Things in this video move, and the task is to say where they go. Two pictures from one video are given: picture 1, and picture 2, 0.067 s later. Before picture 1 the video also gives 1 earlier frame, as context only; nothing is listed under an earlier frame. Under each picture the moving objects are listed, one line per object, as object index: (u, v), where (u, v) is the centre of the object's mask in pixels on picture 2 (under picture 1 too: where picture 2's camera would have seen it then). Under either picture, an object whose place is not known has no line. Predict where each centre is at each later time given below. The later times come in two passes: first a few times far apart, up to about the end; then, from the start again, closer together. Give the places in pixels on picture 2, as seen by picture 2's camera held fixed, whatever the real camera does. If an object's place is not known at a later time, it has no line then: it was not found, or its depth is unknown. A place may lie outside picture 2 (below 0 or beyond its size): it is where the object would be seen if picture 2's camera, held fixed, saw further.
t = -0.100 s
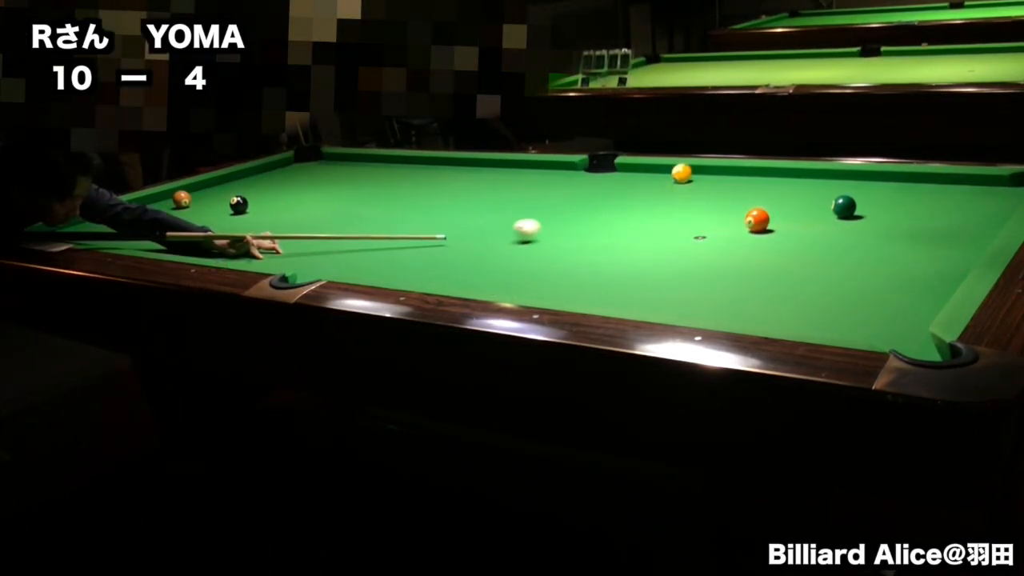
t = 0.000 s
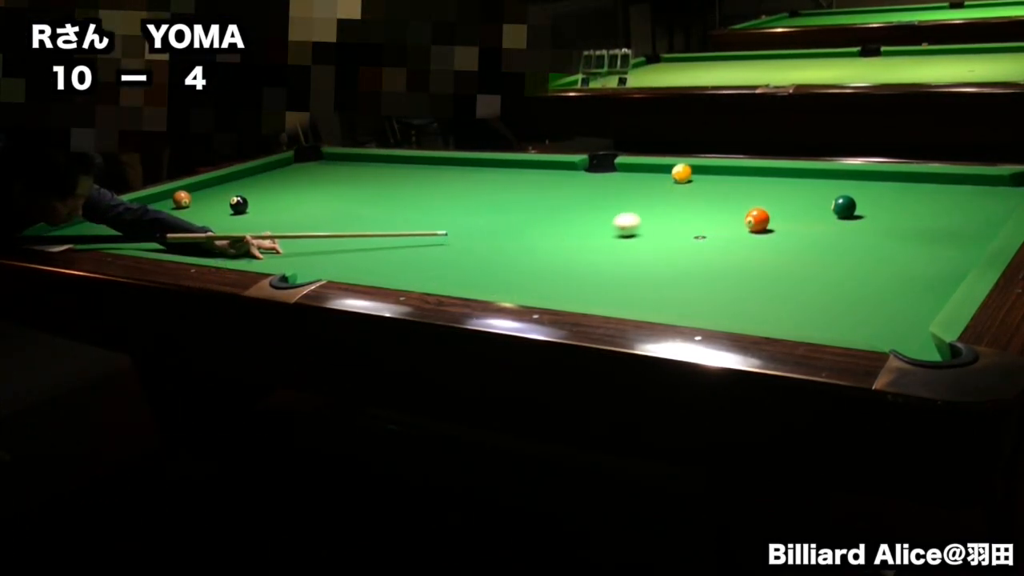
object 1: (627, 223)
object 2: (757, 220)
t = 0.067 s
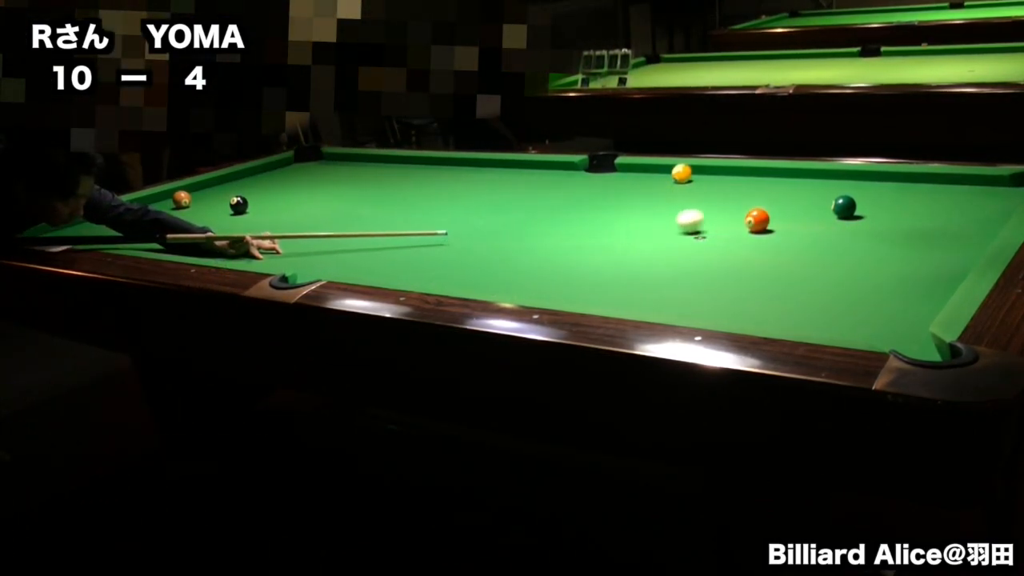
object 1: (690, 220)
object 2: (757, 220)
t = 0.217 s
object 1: (747, 211)
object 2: (831, 223)
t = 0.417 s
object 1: (775, 198)
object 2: (957, 230)
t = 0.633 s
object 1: (803, 186)
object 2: (935, 228)
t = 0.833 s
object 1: (826, 175)
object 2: (876, 223)
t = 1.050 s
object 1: (818, 177)
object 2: (819, 219)
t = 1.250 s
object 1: (804, 181)
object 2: (771, 215)
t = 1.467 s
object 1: (789, 186)
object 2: (723, 212)
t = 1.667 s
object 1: (777, 190)
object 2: (683, 208)
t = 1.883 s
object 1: (764, 194)
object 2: (644, 205)
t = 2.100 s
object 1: (751, 198)
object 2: (608, 203)
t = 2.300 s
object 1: (741, 201)
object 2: (577, 200)
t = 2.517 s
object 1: (730, 204)
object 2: (547, 197)
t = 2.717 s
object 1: (721, 207)
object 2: (521, 195)
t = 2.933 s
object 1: (712, 210)
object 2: (494, 193)
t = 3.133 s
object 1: (705, 212)
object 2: (472, 191)
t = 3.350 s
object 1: (698, 214)
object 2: (449, 189)
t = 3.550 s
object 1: (692, 216)
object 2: (430, 188)
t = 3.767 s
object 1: (688, 217)
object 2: (411, 186)
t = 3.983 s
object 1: (684, 218)
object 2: (393, 185)
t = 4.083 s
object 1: (683, 219)
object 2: (385, 184)
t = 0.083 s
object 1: (705, 219)
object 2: (757, 221)
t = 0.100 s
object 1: (720, 219)
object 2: (757, 220)
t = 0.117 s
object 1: (733, 218)
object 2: (758, 221)
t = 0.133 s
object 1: (736, 216)
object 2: (769, 220)
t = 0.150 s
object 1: (738, 215)
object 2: (782, 222)
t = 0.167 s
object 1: (741, 214)
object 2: (795, 222)
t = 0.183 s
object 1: (742, 213)
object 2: (807, 223)
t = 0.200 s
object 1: (745, 212)
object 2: (818, 223)
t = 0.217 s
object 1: (747, 211)
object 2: (831, 223)
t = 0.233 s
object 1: (750, 209)
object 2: (842, 224)
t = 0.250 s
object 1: (752, 209)
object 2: (853, 225)
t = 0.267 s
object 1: (755, 207)
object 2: (865, 226)
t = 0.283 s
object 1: (757, 206)
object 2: (876, 226)
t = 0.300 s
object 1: (759, 205)
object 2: (887, 227)
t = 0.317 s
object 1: (761, 204)
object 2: (897, 227)
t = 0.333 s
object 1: (764, 203)
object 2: (907, 228)
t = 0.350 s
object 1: (766, 202)
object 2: (917, 228)
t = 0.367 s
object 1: (768, 201)
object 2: (927, 228)
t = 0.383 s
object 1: (771, 200)
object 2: (936, 229)
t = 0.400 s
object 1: (773, 199)
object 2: (947, 230)
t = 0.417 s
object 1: (775, 198)
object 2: (957, 230)
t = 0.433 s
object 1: (778, 197)
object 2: (967, 231)
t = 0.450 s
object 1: (780, 196)
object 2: (977, 231)
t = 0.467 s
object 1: (782, 195)
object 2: (986, 231)
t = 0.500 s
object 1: (786, 193)
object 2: (981, 231)
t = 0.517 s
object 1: (788, 192)
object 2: (974, 231)
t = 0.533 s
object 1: (790, 192)
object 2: (967, 230)
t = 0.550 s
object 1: (792, 190)
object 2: (961, 230)
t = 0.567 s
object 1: (795, 190)
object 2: (956, 230)
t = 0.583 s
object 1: (797, 189)
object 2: (950, 229)
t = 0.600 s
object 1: (799, 188)
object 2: (945, 229)
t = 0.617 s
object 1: (801, 187)
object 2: (940, 229)
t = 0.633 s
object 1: (803, 186)
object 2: (935, 228)
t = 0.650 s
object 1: (805, 185)
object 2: (930, 228)
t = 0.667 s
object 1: (807, 184)
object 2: (925, 227)
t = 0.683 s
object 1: (809, 183)
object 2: (920, 227)
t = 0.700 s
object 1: (811, 182)
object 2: (915, 226)
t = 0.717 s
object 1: (813, 181)
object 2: (910, 226)
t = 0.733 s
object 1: (814, 180)
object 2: (905, 226)
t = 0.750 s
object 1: (816, 180)
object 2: (900, 225)
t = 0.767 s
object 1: (818, 179)
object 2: (895, 225)
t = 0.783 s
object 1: (820, 178)
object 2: (891, 225)
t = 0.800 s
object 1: (822, 177)
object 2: (885, 224)
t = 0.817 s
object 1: (824, 176)
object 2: (881, 224)
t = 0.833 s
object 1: (826, 175)
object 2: (876, 223)
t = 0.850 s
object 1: (828, 175)
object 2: (871, 223)
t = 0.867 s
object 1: (829, 174)
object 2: (867, 223)
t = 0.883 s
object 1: (830, 173)
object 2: (863, 222)
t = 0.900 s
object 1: (829, 174)
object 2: (858, 222)
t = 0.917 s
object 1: (827, 174)
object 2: (853, 221)
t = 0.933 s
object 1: (826, 175)
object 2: (849, 221)
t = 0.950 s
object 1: (825, 175)
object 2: (845, 220)
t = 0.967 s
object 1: (824, 175)
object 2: (840, 220)
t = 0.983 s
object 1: (822, 176)
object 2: (836, 219)
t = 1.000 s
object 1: (821, 176)
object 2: (832, 219)
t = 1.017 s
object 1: (820, 177)
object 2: (828, 219)
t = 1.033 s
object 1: (819, 177)
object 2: (824, 219)
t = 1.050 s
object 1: (818, 177)
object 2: (819, 219)
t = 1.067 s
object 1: (816, 178)
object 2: (815, 218)
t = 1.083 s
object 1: (815, 178)
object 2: (811, 218)
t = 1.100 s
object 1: (814, 178)
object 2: (806, 218)
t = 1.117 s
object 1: (813, 178)
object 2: (803, 217)
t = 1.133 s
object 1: (812, 179)
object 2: (799, 218)
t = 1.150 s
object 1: (811, 179)
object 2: (794, 217)
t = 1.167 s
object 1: (809, 179)
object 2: (790, 216)
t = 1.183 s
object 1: (808, 180)
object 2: (786, 216)
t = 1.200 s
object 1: (807, 180)
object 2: (783, 216)
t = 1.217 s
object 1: (806, 181)
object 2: (778, 216)
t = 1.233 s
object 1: (805, 181)
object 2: (775, 215)
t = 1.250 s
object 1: (804, 181)
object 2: (771, 215)
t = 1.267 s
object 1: (803, 181)
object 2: (767, 215)
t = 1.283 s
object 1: (801, 182)
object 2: (763, 215)
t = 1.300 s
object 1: (800, 182)
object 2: (760, 214)
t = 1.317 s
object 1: (799, 183)
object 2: (756, 214)
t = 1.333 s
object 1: (798, 183)
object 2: (752, 214)
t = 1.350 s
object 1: (797, 183)
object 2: (749, 213)
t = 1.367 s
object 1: (796, 184)
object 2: (745, 213)
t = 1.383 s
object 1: (795, 184)
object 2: (742, 213)
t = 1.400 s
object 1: (794, 184)
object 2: (738, 212)
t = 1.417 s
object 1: (793, 185)
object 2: (734, 212)
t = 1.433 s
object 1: (792, 185)
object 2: (730, 212)
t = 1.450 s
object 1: (791, 185)
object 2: (727, 212)
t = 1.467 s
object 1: (789, 186)
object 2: (723, 212)
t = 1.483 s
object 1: (788, 186)
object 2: (720, 211)
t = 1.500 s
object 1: (787, 186)
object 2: (717, 211)
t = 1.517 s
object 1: (786, 187)
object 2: (713, 211)
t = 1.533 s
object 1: (785, 187)
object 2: (710, 210)
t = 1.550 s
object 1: (784, 187)
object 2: (706, 211)
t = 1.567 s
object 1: (783, 188)
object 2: (703, 210)
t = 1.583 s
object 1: (782, 188)
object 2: (700, 210)
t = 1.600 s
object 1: (781, 188)
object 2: (696, 209)
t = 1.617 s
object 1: (780, 189)
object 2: (693, 209)
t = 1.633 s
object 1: (779, 189)
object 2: (690, 209)
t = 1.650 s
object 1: (778, 189)
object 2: (686, 209)
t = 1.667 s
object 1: (777, 190)
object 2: (683, 208)
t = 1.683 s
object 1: (776, 190)
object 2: (680, 208)
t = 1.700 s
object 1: (775, 190)
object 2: (677, 208)
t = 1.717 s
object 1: (774, 191)
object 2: (674, 207)
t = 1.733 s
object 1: (772, 191)
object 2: (671, 207)
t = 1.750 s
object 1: (772, 191)
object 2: (668, 207)
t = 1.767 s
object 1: (771, 192)
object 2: (664, 206)
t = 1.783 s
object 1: (769, 192)
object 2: (662, 206)
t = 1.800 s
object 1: (769, 192)
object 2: (659, 206)
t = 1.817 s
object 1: (767, 193)
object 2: (656, 206)
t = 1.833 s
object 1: (766, 193)
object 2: (653, 206)
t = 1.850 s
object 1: (766, 193)
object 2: (650, 205)
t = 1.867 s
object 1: (765, 193)
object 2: (647, 205)
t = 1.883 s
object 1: (764, 194)
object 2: (644, 205)
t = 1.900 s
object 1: (763, 194)
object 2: (641, 205)
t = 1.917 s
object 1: (762, 194)
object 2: (638, 205)
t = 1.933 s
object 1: (761, 195)
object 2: (635, 204)
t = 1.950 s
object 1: (760, 195)
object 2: (633, 204)
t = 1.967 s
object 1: (758, 195)
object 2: (630, 204)
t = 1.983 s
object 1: (758, 196)
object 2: (627, 204)
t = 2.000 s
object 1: (757, 196)
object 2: (624, 204)
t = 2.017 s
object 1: (756, 196)
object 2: (621, 203)
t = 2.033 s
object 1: (755, 196)
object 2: (619, 203)
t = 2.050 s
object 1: (754, 197)
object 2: (616, 203)
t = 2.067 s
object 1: (753, 197)
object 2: (613, 203)
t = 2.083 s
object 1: (752, 197)
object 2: (610, 203)
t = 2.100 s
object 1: (751, 198)
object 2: (608, 203)
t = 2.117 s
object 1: (750, 198)
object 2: (605, 202)
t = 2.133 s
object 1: (749, 198)
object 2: (603, 202)
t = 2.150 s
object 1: (748, 198)
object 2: (600, 202)
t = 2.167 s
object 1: (748, 198)
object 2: (597, 202)
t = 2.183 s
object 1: (747, 199)
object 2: (595, 201)
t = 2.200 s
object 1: (746, 199)
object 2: (592, 201)
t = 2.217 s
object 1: (745, 200)
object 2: (589, 201)
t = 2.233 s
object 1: (744, 200)
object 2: (587, 200)
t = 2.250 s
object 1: (743, 200)
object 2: (585, 200)
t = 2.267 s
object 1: (742, 200)
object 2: (582, 200)
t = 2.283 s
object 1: (741, 201)
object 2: (580, 200)
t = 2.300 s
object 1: (741, 201)
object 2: (577, 200)
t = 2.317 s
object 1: (740, 201)
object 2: (575, 199)
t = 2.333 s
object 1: (739, 201)
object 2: (572, 199)
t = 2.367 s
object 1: (737, 202)
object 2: (568, 199)
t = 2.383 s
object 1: (736, 202)
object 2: (565, 199)
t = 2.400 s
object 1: (735, 202)
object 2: (563, 199)
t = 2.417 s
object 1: (735, 203)
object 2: (560, 199)
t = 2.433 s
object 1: (734, 203)
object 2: (558, 198)
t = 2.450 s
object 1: (733, 203)
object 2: (556, 198)
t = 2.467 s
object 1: (732, 203)
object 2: (553, 198)
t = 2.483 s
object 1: (731, 204)
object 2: (551, 198)
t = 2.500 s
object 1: (731, 204)
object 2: (549, 197)
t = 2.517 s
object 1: (730, 204)
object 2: (547, 197)
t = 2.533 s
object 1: (729, 204)
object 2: (544, 197)
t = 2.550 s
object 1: (728, 205)
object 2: (542, 197)
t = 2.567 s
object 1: (727, 205)
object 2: (540, 197)
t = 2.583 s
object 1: (727, 205)
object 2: (538, 197)
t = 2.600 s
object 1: (726, 205)
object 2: (536, 197)
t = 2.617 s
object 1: (725, 206)
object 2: (533, 196)
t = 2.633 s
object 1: (724, 206)
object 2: (531, 196)
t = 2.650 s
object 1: (724, 206)
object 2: (529, 196)
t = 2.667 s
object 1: (723, 206)
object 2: (527, 196)
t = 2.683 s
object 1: (722, 206)
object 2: (525, 195)
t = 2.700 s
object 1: (721, 207)
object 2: (523, 196)
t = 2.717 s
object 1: (721, 207)
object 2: (521, 195)
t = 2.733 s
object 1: (720, 207)
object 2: (518, 195)
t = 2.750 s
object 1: (719, 207)
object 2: (516, 195)
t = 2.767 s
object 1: (718, 207)
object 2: (514, 195)
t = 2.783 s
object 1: (718, 208)
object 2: (512, 195)
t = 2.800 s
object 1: (717, 208)
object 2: (510, 195)
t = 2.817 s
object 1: (716, 208)
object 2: (508, 195)
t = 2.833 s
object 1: (716, 208)
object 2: (506, 194)
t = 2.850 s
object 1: (715, 209)
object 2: (504, 194)
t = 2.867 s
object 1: (714, 209)
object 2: (502, 194)
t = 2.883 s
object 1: (714, 209)
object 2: (500, 194)
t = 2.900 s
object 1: (713, 209)
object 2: (498, 194)
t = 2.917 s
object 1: (712, 209)
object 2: (496, 193)
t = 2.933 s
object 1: (712, 210)
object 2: (494, 193)
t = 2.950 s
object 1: (711, 210)
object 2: (492, 193)
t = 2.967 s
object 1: (710, 210)
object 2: (490, 193)
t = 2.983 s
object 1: (710, 210)
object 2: (489, 193)
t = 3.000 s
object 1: (709, 210)
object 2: (487, 193)
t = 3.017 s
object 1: (709, 211)
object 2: (485, 192)
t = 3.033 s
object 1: (708, 211)
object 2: (483, 192)
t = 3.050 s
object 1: (707, 211)
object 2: (481, 192)
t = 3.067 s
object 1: (707, 211)
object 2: (479, 192)
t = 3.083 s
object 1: (706, 211)
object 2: (477, 192)
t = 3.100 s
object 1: (706, 211)
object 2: (475, 192)
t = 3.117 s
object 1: (705, 212)
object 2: (474, 192)
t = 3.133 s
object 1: (705, 212)
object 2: (472, 191)
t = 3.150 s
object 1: (704, 212)
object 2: (470, 191)
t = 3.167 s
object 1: (703, 212)
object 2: (468, 191)
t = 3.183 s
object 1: (703, 212)
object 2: (466, 191)
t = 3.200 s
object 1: (702, 213)
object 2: (465, 191)
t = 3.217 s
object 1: (702, 213)
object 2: (463, 190)
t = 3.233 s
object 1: (701, 213)
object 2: (461, 190)
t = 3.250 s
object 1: (701, 213)
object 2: (459, 190)
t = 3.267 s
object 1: (700, 213)
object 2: (457, 190)
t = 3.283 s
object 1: (700, 213)
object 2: (456, 190)
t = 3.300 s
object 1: (699, 213)
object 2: (454, 190)
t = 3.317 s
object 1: (699, 214)
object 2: (453, 190)
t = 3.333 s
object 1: (698, 214)
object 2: (451, 189)
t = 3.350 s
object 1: (698, 214)
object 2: (449, 189)
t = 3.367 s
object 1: (697, 214)
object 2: (447, 189)
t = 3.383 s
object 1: (697, 214)
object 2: (446, 189)
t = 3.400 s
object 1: (696, 215)
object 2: (444, 189)
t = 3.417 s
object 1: (696, 215)
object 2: (443, 189)
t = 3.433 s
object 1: (695, 215)
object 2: (441, 189)
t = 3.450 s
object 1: (695, 215)
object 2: (439, 189)
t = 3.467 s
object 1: (695, 215)
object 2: (438, 188)
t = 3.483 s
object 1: (694, 215)
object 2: (436, 188)
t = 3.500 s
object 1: (694, 215)
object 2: (435, 188)
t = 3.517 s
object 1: (693, 215)
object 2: (433, 188)
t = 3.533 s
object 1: (693, 216)
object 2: (431, 188)
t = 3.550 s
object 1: (692, 216)
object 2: (430, 188)
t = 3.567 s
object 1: (692, 216)
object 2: (429, 188)
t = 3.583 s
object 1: (692, 216)
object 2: (427, 188)
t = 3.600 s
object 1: (691, 216)
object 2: (425, 188)
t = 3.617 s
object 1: (691, 216)
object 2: (424, 187)
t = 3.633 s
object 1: (690, 216)
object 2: (422, 187)
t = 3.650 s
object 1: (690, 216)
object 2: (421, 187)
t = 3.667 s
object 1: (689, 217)
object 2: (420, 187)
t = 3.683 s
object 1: (689, 217)
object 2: (418, 187)
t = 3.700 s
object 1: (689, 217)
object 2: (416, 187)
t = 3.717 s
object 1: (689, 217)
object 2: (415, 187)
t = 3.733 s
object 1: (688, 217)
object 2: (413, 187)
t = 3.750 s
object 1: (688, 217)
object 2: (412, 186)
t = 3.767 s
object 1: (688, 217)
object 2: (411, 186)
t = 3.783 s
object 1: (687, 217)
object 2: (409, 186)
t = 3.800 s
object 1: (687, 217)
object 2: (408, 186)
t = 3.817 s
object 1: (687, 217)
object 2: (407, 186)
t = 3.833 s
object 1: (687, 218)
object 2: (405, 186)
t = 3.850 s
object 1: (686, 218)
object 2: (404, 186)
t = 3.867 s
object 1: (686, 218)
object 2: (402, 186)
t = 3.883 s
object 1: (686, 218)
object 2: (401, 185)
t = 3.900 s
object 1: (685, 218)
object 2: (400, 185)
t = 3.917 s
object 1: (685, 218)
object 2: (398, 185)
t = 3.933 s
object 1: (685, 218)
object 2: (397, 185)
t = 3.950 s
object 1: (685, 218)
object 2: (396, 185)
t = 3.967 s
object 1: (684, 218)
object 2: (394, 185)
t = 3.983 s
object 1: (684, 218)
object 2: (393, 185)
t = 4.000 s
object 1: (684, 218)
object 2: (392, 185)
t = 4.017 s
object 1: (683, 218)
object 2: (390, 184)
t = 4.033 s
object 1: (683, 218)
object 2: (389, 184)
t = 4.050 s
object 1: (683, 219)
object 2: (388, 184)
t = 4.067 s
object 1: (683, 219)
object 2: (387, 184)
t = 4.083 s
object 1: (683, 219)
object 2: (385, 184)
